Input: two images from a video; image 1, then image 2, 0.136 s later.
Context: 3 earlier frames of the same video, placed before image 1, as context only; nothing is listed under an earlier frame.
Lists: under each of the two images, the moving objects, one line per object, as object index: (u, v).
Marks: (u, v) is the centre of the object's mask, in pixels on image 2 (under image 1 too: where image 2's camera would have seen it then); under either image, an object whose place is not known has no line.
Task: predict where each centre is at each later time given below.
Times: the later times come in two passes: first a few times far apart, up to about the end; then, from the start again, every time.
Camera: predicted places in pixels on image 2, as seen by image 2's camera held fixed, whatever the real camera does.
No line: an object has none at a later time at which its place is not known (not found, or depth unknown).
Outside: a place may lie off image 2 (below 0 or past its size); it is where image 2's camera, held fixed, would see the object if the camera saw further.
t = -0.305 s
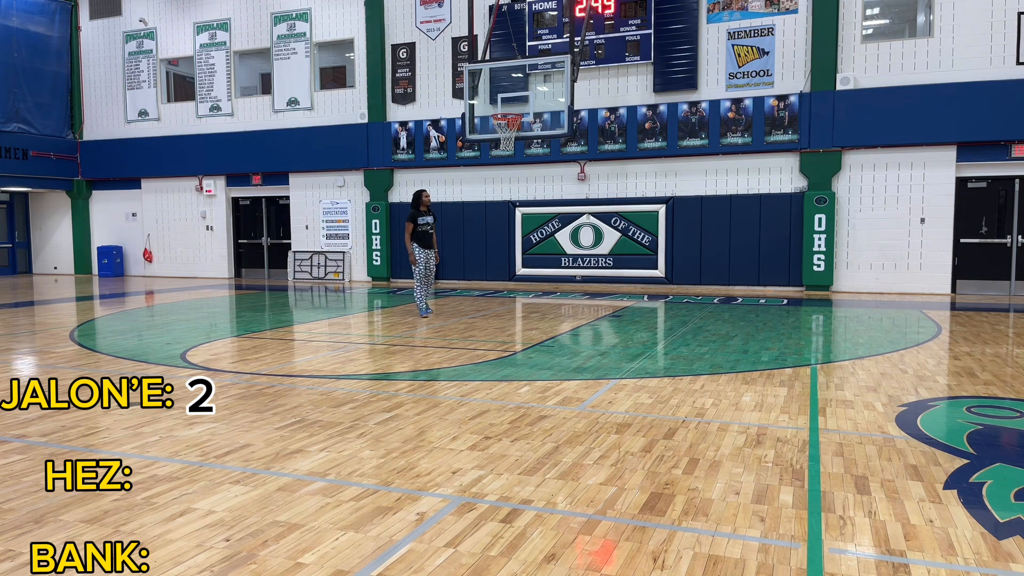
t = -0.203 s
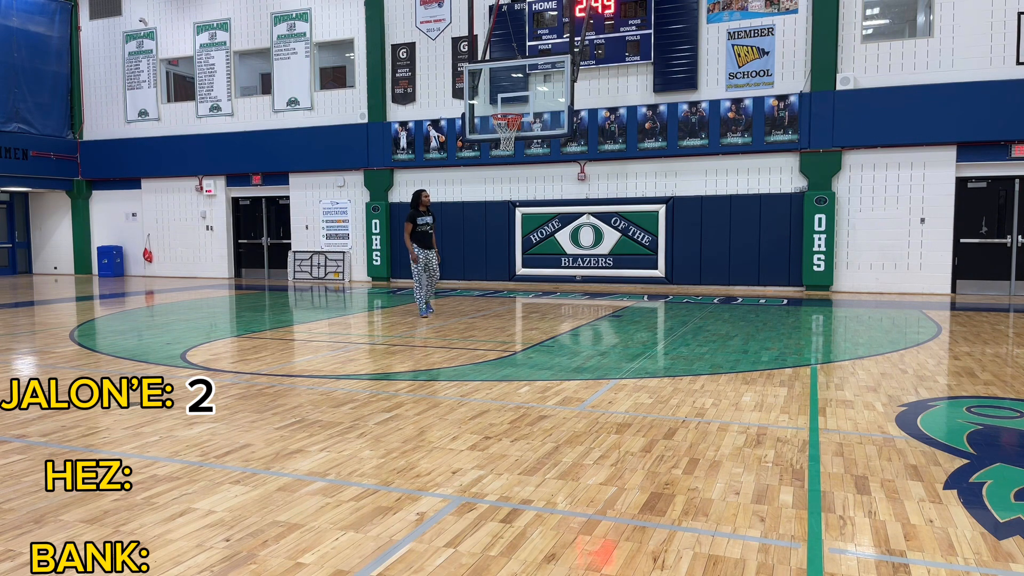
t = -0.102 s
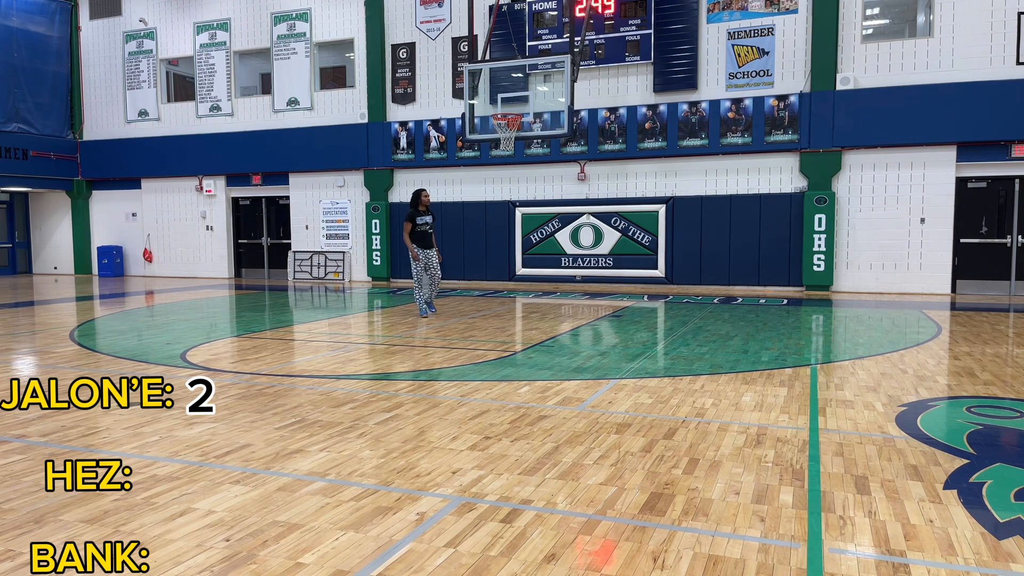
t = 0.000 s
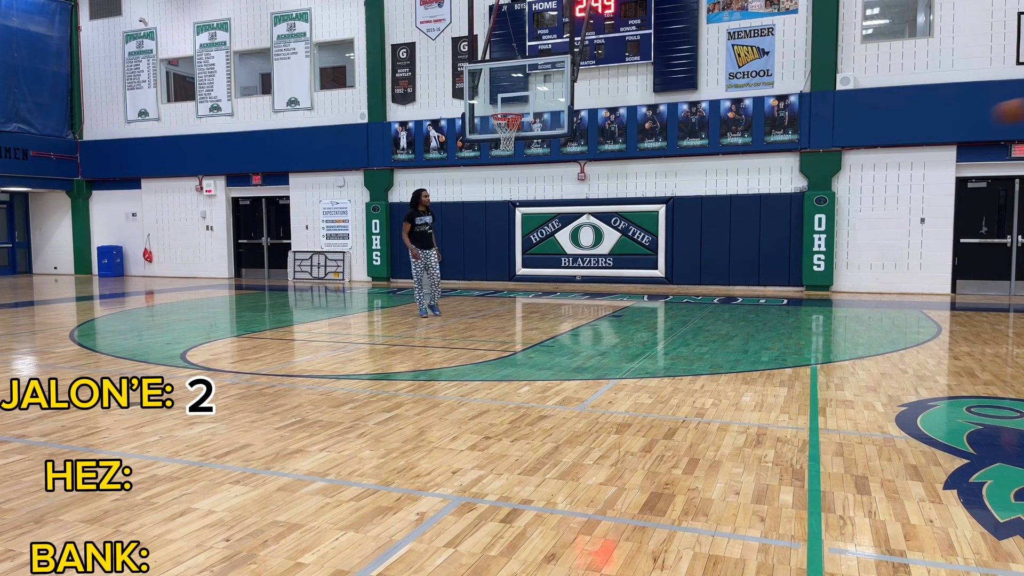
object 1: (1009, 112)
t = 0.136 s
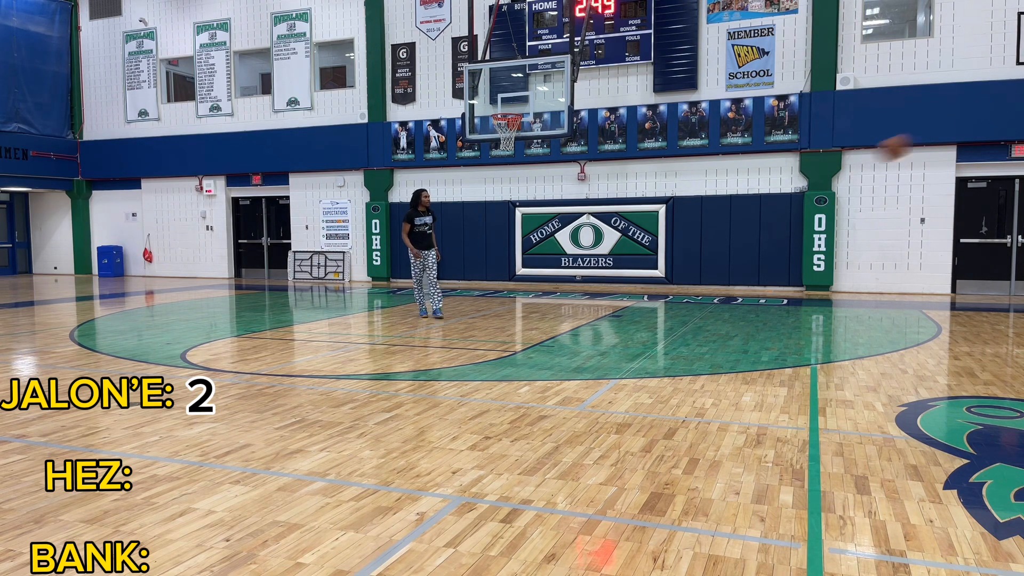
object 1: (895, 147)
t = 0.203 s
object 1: (835, 172)
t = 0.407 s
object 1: (688, 258)
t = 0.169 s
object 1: (866, 159)
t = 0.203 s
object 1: (835, 172)
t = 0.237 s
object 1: (813, 183)
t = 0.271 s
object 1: (784, 201)
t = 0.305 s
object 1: (760, 213)
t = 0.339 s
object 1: (736, 228)
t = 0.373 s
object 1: (712, 242)
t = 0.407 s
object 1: (688, 258)
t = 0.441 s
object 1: (668, 273)
